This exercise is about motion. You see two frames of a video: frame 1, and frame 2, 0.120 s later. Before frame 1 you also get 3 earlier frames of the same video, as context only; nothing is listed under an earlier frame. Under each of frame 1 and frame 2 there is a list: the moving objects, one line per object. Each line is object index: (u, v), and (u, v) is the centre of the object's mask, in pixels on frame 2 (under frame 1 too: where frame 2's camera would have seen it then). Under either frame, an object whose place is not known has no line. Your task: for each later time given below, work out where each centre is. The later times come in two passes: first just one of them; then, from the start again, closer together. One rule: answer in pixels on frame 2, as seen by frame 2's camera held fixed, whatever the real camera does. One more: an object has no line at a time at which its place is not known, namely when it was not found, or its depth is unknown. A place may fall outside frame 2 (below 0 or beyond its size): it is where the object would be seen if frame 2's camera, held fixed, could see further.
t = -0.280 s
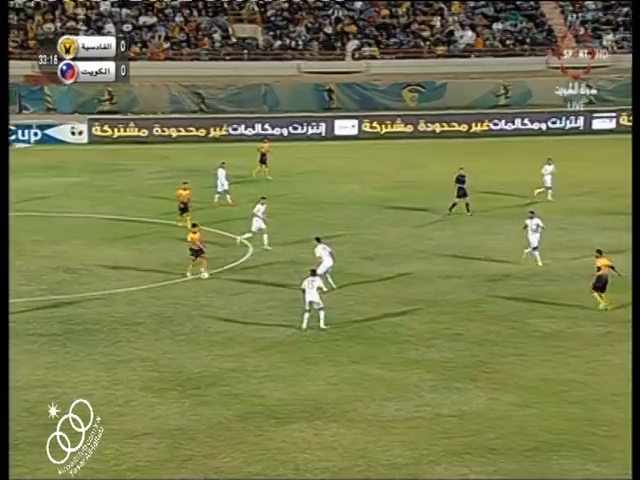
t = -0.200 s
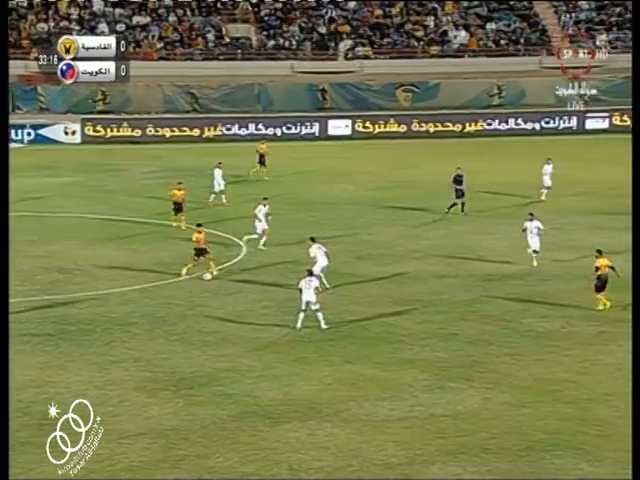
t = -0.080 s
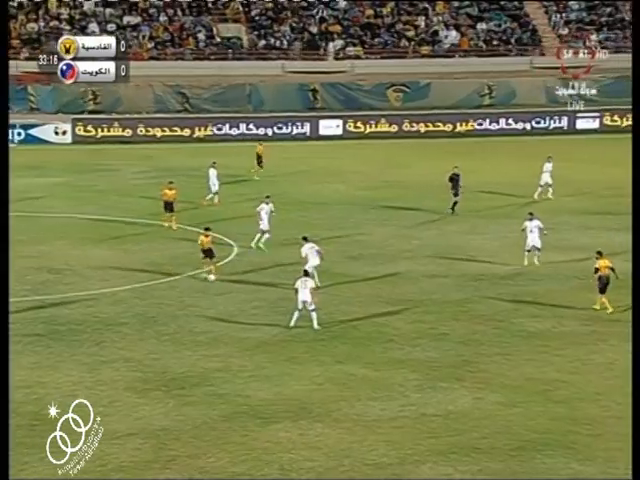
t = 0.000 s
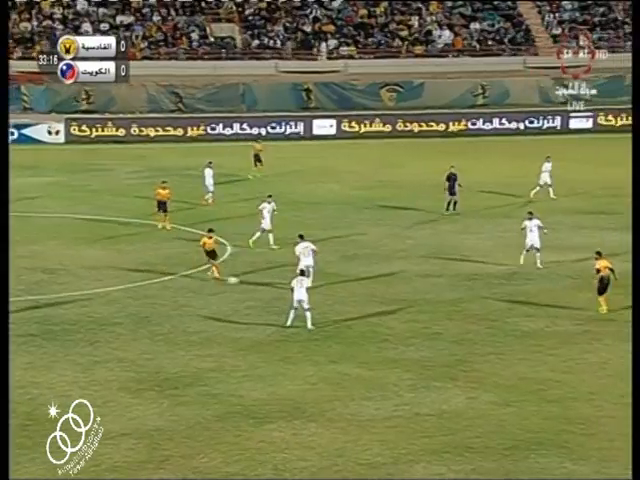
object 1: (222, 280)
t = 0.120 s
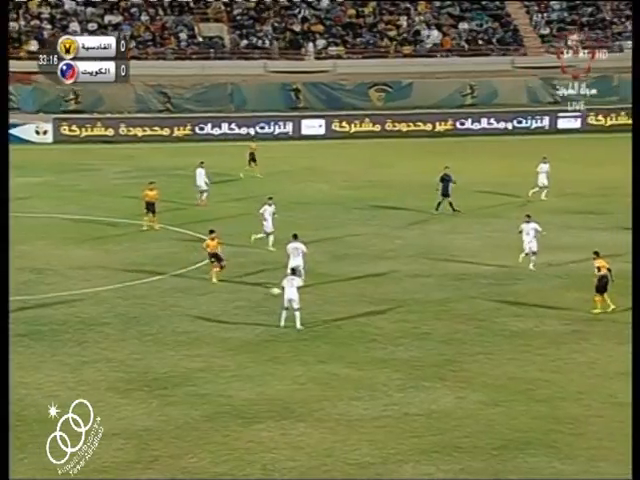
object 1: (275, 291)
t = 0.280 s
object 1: (348, 303)
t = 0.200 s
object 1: (312, 297)
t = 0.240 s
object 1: (330, 300)
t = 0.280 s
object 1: (348, 303)
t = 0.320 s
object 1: (368, 307)
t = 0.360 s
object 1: (385, 308)
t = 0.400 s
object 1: (402, 310)
